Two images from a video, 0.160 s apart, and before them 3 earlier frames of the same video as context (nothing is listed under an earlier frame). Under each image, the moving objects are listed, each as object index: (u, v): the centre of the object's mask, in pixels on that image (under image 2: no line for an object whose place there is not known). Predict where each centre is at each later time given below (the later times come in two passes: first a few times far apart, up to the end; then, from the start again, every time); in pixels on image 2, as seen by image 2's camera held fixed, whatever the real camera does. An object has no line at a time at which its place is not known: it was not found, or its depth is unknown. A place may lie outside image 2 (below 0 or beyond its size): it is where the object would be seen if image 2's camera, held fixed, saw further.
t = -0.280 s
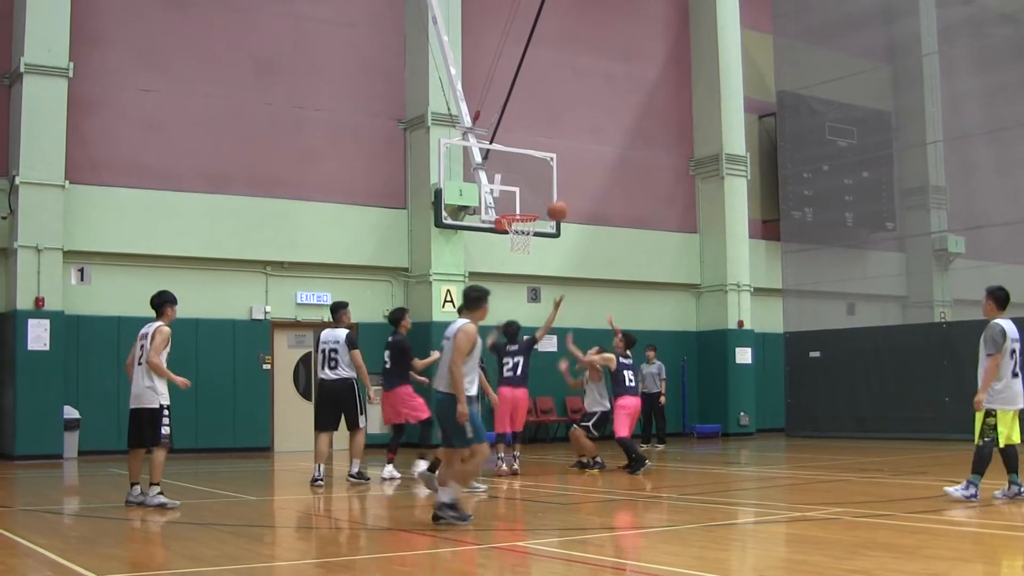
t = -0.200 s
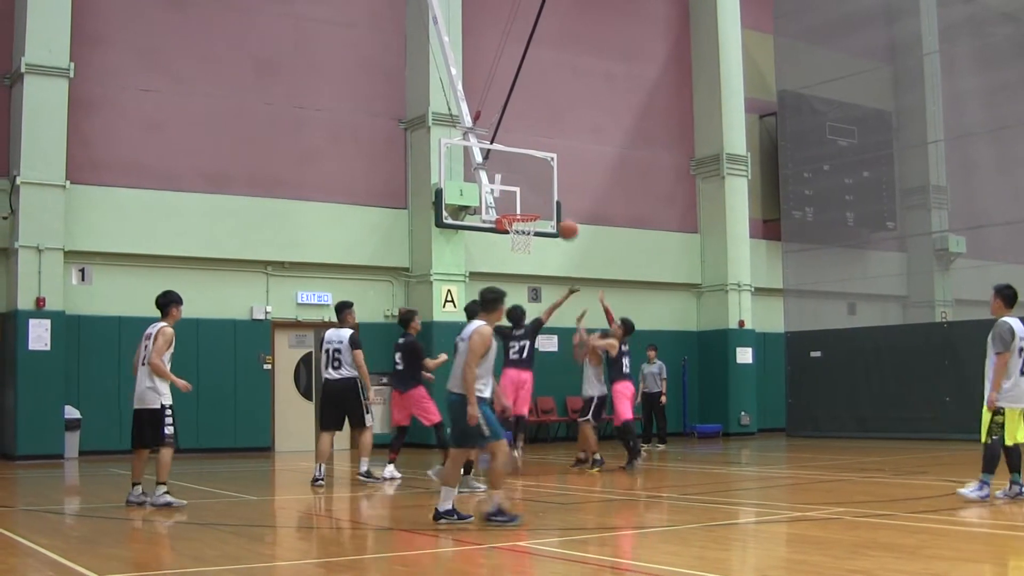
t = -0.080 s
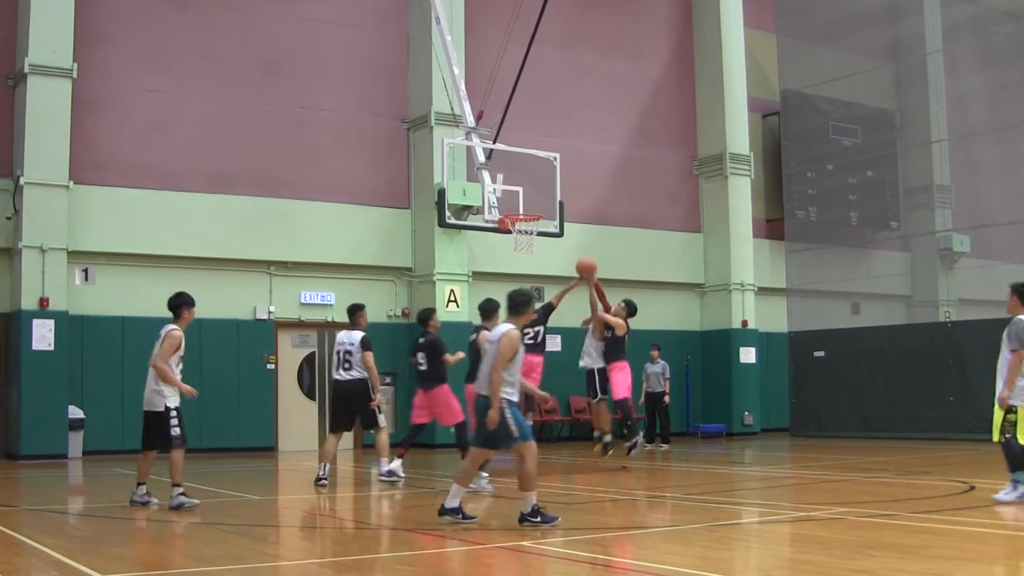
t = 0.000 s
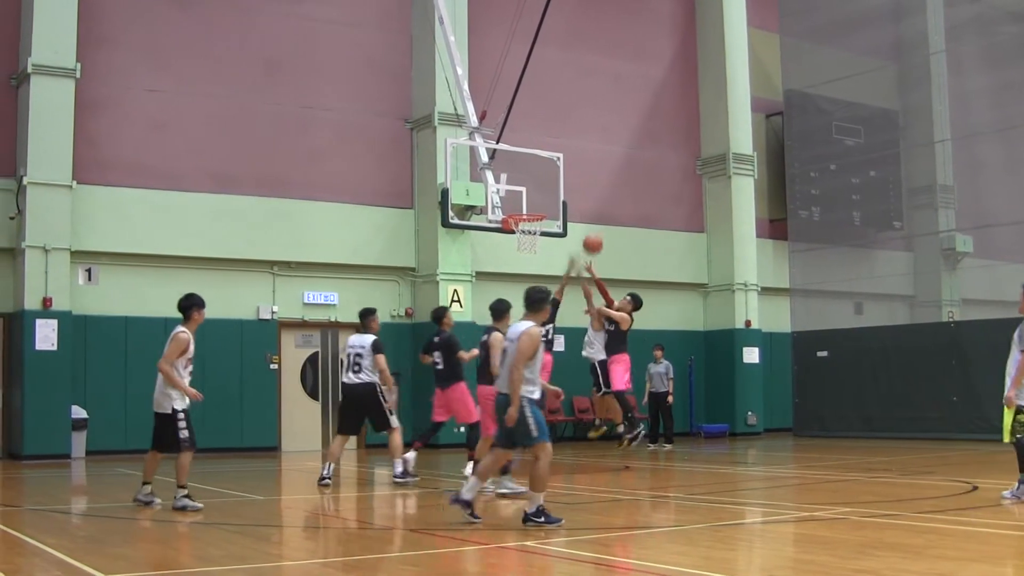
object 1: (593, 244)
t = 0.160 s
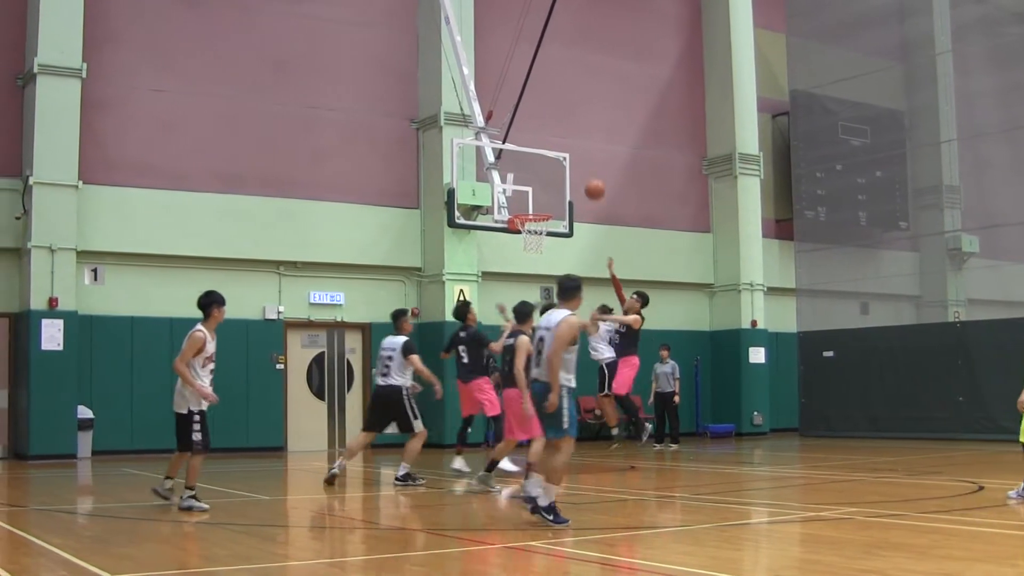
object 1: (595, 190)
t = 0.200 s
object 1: (594, 180)
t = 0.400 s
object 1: (591, 150)
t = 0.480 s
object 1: (590, 148)
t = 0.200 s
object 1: (594, 180)
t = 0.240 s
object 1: (593, 171)
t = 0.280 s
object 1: (593, 164)
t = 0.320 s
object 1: (592, 158)
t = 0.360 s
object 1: (591, 154)
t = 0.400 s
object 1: (591, 150)
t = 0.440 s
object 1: (590, 148)
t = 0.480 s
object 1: (590, 148)
